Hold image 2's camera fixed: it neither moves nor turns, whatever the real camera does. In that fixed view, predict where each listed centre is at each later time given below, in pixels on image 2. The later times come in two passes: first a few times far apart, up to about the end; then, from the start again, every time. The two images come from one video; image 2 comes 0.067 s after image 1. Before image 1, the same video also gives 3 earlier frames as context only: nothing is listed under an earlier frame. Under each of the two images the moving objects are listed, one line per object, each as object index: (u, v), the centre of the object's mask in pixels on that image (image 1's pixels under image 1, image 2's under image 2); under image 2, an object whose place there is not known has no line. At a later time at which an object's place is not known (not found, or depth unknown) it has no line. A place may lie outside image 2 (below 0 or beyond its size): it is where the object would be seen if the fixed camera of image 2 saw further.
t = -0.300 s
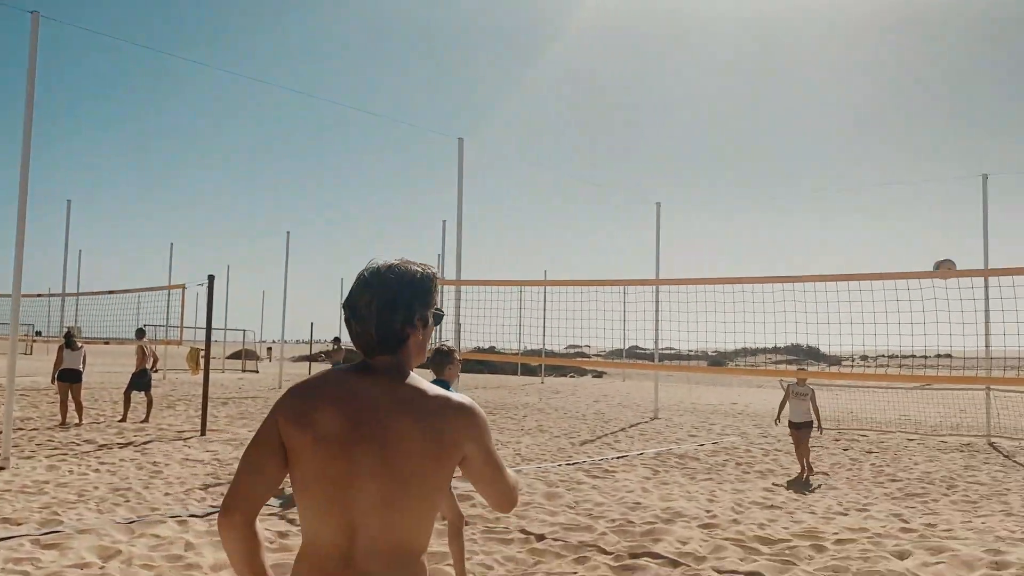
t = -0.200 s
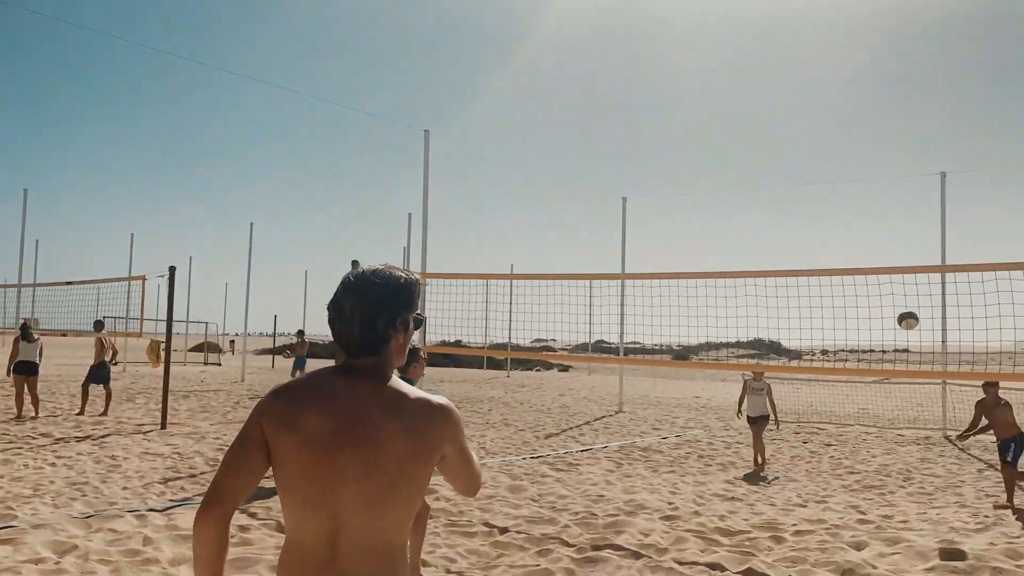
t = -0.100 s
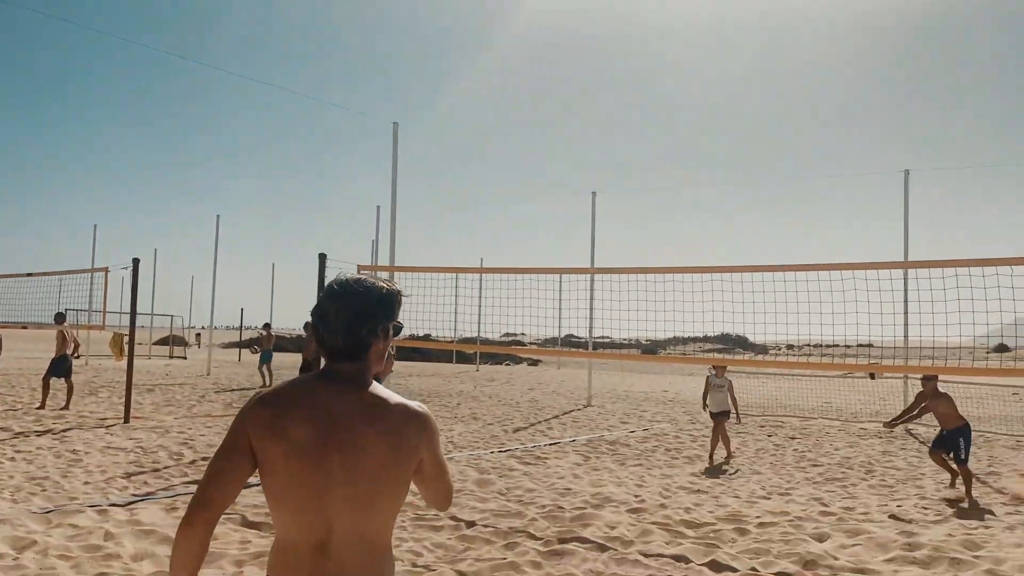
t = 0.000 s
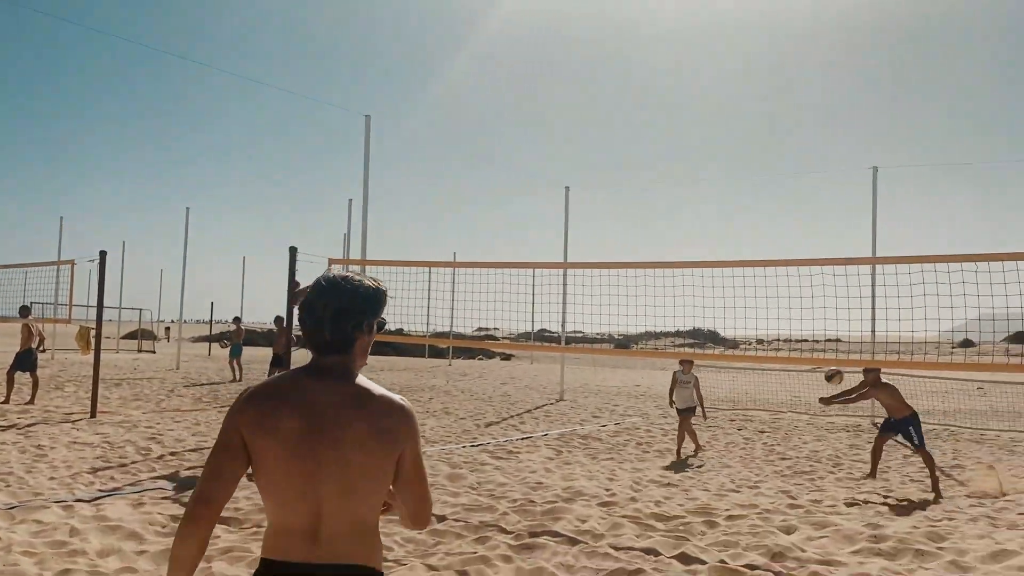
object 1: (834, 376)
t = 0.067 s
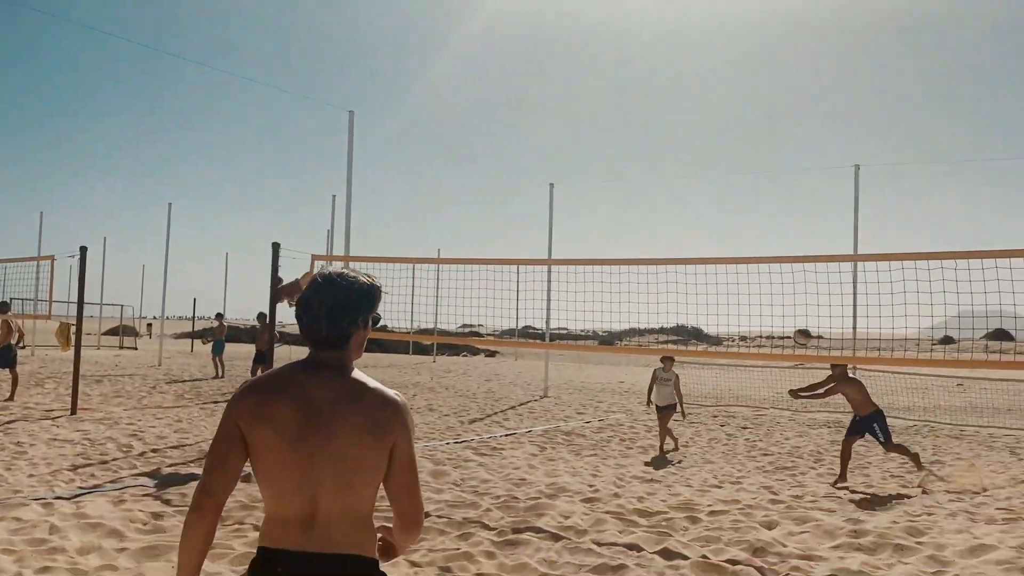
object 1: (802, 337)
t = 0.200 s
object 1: (776, 270)
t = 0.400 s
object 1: (732, 190)
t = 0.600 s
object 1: (680, 139)
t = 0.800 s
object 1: (620, 123)
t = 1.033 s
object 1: (532, 167)
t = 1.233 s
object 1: (436, 279)
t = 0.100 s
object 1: (796, 319)
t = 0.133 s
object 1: (789, 302)
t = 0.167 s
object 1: (783, 286)
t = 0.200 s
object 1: (776, 270)
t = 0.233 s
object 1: (769, 254)
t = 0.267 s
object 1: (762, 241)
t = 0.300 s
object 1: (755, 227)
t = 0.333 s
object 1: (747, 214)
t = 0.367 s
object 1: (740, 202)
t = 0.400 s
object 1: (732, 190)
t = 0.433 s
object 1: (724, 180)
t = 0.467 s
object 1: (716, 170)
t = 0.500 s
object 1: (707, 161)
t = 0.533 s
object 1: (699, 153)
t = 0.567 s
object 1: (690, 145)
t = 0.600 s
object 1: (680, 139)
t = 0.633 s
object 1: (671, 133)
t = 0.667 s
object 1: (662, 129)
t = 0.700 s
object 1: (651, 126)
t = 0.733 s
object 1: (641, 124)
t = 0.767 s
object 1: (631, 123)
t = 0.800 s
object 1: (620, 123)
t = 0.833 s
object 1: (608, 125)
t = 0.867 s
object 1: (597, 128)
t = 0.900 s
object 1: (585, 133)
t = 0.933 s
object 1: (572, 139)
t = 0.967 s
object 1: (559, 147)
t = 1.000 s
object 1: (546, 156)
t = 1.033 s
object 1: (532, 167)
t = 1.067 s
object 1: (518, 180)
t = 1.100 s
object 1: (503, 196)
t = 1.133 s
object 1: (487, 213)
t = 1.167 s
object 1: (471, 233)
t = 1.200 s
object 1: (453, 254)
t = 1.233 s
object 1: (436, 279)
